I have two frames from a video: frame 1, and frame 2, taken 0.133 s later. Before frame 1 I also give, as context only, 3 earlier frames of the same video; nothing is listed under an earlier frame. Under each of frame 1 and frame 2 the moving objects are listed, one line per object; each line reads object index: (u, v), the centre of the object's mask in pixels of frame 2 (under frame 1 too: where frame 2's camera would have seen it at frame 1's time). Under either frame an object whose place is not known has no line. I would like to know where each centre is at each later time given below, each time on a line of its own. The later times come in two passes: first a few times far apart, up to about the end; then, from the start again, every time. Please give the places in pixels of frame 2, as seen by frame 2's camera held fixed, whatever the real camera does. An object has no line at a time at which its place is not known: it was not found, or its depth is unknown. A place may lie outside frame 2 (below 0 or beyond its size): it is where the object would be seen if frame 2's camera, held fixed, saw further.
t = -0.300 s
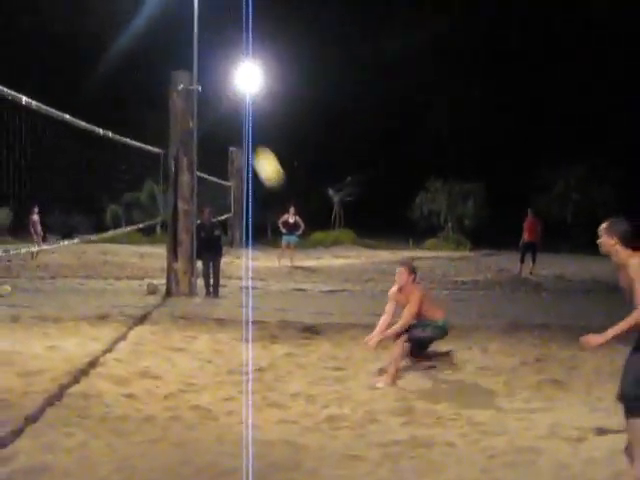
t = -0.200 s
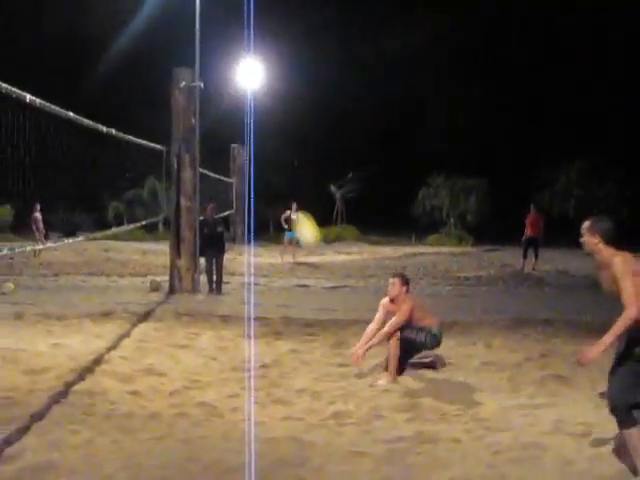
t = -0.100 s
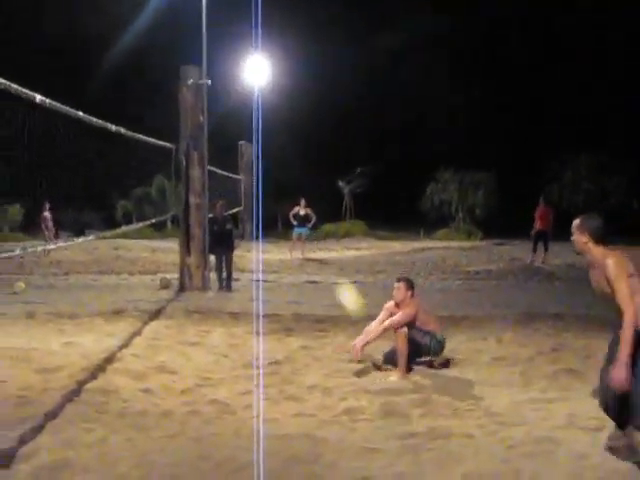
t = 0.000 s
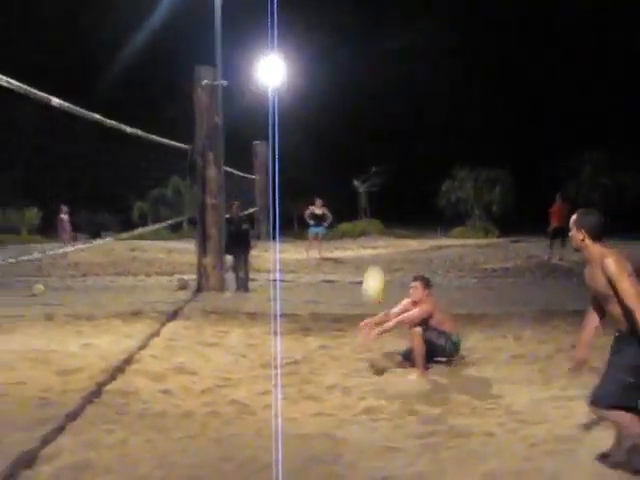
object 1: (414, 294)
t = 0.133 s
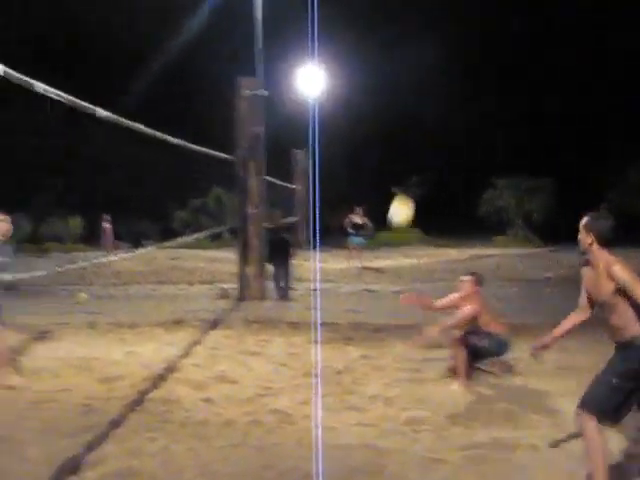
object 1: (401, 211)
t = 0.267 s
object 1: (387, 145)
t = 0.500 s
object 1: (361, 67)
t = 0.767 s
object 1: (331, 58)
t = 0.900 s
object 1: (322, 100)
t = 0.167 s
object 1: (398, 194)
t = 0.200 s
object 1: (394, 177)
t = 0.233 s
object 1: (391, 161)
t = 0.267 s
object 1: (387, 145)
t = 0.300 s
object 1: (383, 130)
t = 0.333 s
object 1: (381, 117)
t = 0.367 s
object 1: (377, 105)
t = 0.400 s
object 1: (372, 93)
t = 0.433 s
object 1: (369, 83)
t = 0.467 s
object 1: (364, 74)
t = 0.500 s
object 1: (361, 67)
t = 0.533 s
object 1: (357, 62)
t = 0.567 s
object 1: (353, 57)
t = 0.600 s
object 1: (349, 54)
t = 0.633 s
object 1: (345, 52)
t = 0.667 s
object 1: (341, 52)
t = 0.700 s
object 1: (337, 53)
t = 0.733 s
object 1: (333, 54)
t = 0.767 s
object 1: (331, 58)
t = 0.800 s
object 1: (328, 63)
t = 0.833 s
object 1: (323, 73)
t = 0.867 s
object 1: (324, 82)
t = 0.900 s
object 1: (322, 100)
